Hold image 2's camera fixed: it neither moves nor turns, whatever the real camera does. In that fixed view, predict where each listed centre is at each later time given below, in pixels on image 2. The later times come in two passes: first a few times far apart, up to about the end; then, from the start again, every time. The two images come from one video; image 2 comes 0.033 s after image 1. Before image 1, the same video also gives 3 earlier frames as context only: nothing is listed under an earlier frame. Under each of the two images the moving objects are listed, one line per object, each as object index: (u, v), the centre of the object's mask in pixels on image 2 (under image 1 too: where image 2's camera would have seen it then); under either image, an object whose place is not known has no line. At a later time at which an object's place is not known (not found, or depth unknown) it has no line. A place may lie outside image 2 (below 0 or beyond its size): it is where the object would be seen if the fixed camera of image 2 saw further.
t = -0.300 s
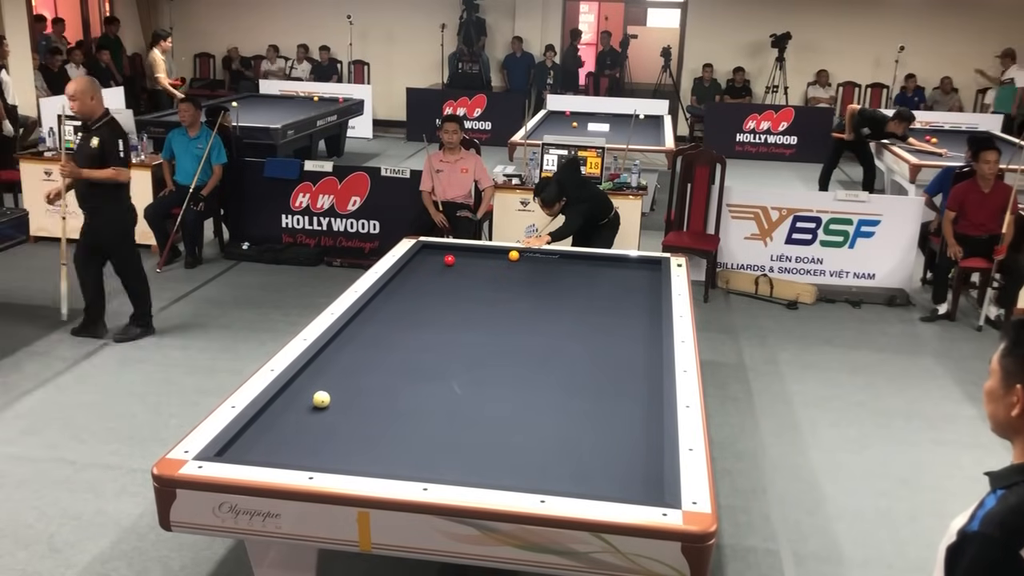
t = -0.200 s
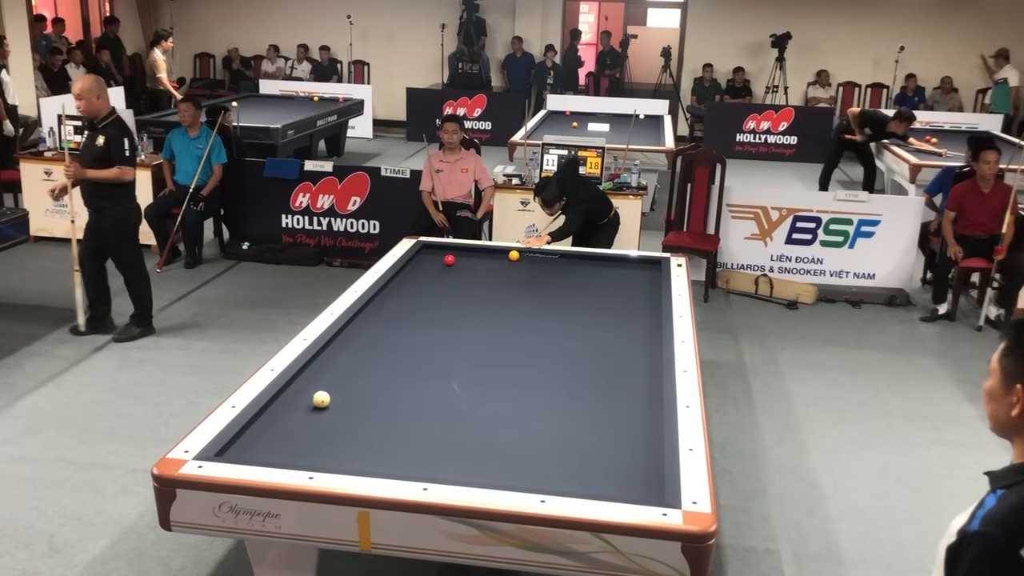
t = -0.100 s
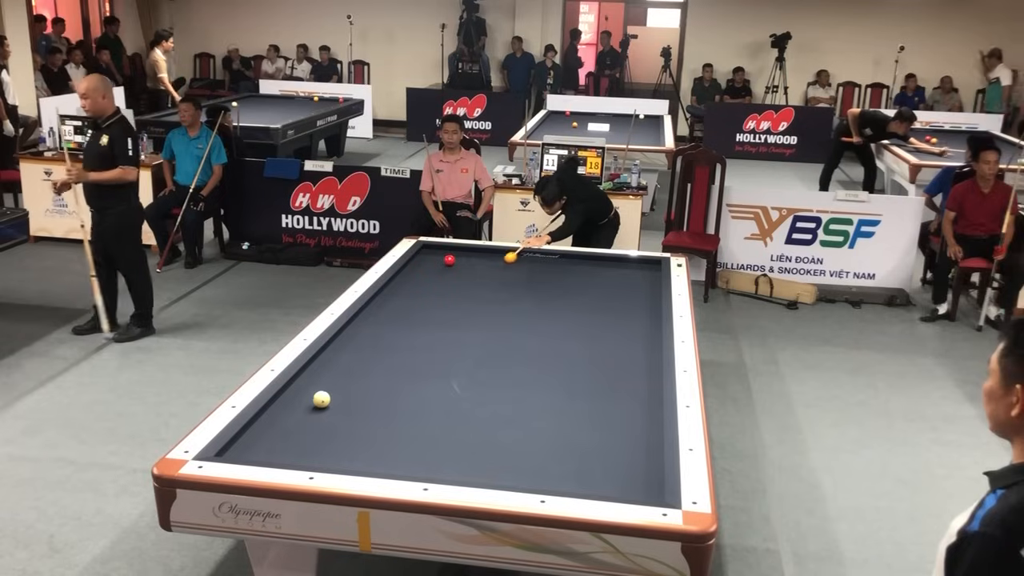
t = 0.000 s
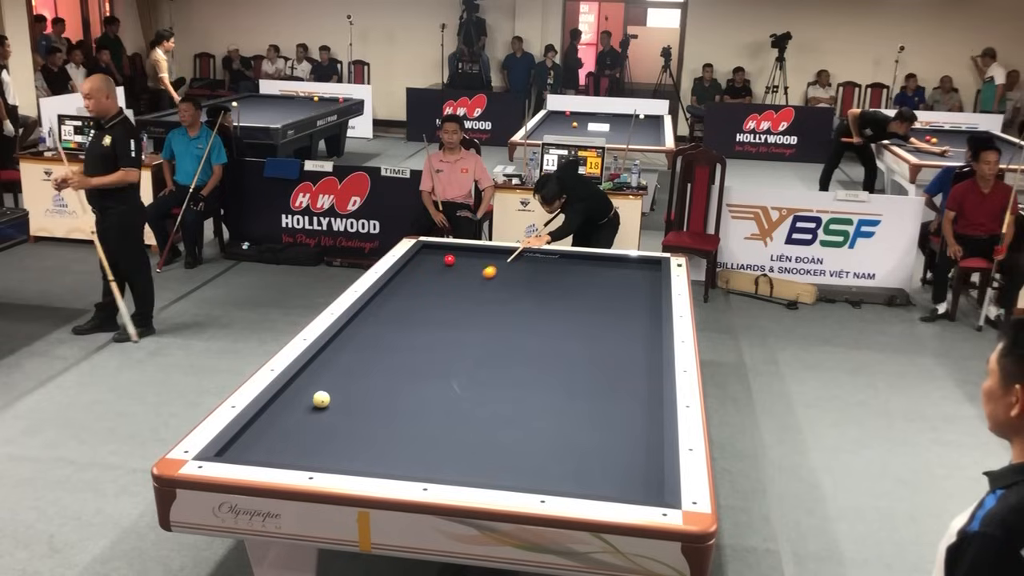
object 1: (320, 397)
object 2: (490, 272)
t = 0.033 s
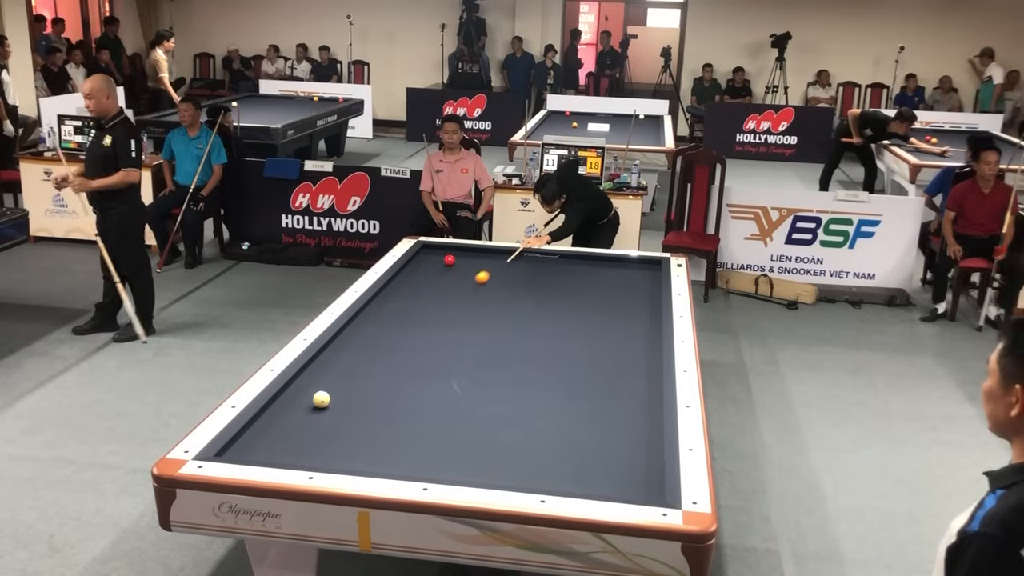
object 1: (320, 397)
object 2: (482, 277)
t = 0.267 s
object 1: (320, 397)
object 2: (425, 318)
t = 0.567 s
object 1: (321, 398)
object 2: (318, 388)
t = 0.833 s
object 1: (348, 462)
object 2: (325, 423)
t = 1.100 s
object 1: (408, 424)
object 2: (380, 465)
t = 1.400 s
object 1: (456, 395)
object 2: (479, 441)
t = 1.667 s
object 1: (492, 373)
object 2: (555, 426)
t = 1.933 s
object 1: (525, 354)
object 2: (624, 412)
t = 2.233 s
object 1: (556, 335)
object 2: (627, 390)
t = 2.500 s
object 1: (581, 320)
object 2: (595, 370)
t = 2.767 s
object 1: (603, 307)
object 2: (568, 351)
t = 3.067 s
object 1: (626, 293)
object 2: (540, 333)
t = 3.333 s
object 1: (644, 282)
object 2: (518, 318)
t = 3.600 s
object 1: (653, 272)
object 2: (498, 305)
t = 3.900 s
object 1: (644, 261)
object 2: (478, 292)
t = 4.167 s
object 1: (631, 265)
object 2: (462, 281)
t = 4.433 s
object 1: (617, 269)
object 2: (447, 270)
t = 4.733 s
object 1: (602, 273)
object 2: (432, 260)
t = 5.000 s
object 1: (588, 277)
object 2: (422, 252)
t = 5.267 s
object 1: (575, 281)
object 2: (436, 248)
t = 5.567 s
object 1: (559, 285)
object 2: (440, 249)
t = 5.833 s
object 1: (546, 289)
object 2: (441, 252)
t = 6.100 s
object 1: (532, 293)
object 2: (442, 254)
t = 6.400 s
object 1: (516, 298)
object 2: (442, 257)
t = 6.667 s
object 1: (503, 302)
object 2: (441, 258)
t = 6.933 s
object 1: (489, 306)
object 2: (439, 260)
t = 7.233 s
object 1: (474, 310)
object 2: (438, 260)
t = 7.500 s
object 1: (460, 314)
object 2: (436, 261)
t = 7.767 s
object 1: (447, 318)
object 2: (435, 261)
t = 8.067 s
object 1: (432, 322)
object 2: (434, 262)
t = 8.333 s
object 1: (419, 326)
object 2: (433, 262)
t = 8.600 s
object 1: (406, 329)
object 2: (433, 262)
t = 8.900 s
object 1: (392, 333)
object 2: (433, 262)
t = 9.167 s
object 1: (379, 337)
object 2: (433, 262)
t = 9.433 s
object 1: (367, 340)
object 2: (433, 262)
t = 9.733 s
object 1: (354, 344)
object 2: (433, 262)
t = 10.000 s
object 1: (343, 348)
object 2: (433, 262)
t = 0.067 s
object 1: (320, 397)
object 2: (475, 282)
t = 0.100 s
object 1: (320, 397)
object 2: (467, 288)
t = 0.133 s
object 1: (320, 397)
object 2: (459, 293)
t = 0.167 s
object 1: (320, 397)
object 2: (451, 299)
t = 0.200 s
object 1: (320, 397)
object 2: (443, 305)
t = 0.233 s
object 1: (320, 397)
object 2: (434, 311)
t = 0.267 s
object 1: (320, 397)
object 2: (425, 318)
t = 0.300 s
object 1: (320, 397)
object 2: (415, 324)
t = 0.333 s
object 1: (320, 397)
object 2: (405, 332)
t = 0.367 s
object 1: (320, 397)
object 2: (395, 338)
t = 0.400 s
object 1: (320, 397)
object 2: (384, 346)
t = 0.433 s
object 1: (320, 397)
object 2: (372, 355)
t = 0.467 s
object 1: (320, 397)
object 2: (359, 363)
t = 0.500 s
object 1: (320, 397)
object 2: (346, 373)
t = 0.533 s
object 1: (321, 397)
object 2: (333, 382)
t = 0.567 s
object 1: (321, 398)
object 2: (318, 388)
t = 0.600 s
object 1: (324, 404)
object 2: (301, 395)
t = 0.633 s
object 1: (327, 413)
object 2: (283, 397)
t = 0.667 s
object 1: (330, 422)
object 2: (284, 401)
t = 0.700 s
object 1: (333, 431)
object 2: (293, 405)
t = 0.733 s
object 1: (336, 439)
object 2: (301, 410)
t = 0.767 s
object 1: (339, 448)
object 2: (310, 414)
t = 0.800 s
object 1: (342, 457)
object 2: (318, 419)
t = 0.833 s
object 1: (348, 462)
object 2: (325, 423)
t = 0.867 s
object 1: (356, 457)
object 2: (333, 428)
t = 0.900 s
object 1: (365, 452)
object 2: (339, 434)
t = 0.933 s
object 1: (373, 446)
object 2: (347, 440)
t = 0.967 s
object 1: (381, 441)
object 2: (353, 445)
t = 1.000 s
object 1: (388, 437)
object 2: (359, 451)
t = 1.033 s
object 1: (395, 432)
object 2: (365, 458)
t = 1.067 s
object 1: (402, 428)
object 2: (371, 463)
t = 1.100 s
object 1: (408, 424)
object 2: (380, 465)
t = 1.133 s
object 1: (414, 421)
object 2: (392, 463)
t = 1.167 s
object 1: (419, 417)
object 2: (404, 460)
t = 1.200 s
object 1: (425, 414)
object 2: (416, 456)
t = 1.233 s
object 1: (430, 411)
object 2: (427, 454)
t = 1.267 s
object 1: (436, 407)
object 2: (438, 451)
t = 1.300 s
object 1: (441, 404)
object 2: (448, 448)
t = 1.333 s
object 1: (446, 401)
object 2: (459, 446)
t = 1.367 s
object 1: (451, 398)
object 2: (469, 444)
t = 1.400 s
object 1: (456, 395)
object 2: (479, 441)
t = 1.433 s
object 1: (461, 392)
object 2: (489, 440)
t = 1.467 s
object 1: (466, 389)
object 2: (499, 437)
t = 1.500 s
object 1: (470, 386)
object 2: (508, 435)
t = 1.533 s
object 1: (475, 383)
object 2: (518, 433)
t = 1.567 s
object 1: (479, 381)
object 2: (527, 431)
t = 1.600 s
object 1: (484, 378)
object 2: (536, 429)
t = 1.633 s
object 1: (488, 375)
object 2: (546, 428)
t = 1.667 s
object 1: (492, 373)
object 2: (555, 426)
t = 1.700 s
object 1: (497, 370)
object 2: (564, 423)
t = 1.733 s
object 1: (501, 368)
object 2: (573, 422)
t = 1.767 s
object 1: (505, 365)
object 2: (582, 420)
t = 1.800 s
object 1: (509, 363)
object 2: (591, 419)
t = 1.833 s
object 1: (513, 361)
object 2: (599, 417)
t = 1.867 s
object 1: (517, 358)
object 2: (608, 415)
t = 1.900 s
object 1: (521, 356)
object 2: (616, 413)
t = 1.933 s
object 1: (525, 354)
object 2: (624, 412)
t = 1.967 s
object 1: (528, 351)
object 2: (633, 410)
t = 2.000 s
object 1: (532, 349)
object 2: (641, 408)
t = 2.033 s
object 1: (535, 347)
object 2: (649, 407)
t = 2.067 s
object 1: (539, 345)
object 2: (654, 405)
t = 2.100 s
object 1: (543, 343)
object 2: (648, 402)
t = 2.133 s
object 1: (546, 341)
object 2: (642, 399)
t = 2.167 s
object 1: (550, 339)
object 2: (637, 396)
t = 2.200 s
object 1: (553, 337)
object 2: (632, 393)
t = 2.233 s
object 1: (556, 335)
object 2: (627, 390)
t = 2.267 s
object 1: (559, 333)
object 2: (623, 387)
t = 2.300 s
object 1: (563, 331)
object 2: (619, 385)
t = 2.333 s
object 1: (566, 329)
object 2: (614, 382)
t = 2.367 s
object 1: (569, 327)
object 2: (611, 380)
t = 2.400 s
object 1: (572, 325)
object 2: (607, 377)
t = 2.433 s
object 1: (575, 323)
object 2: (603, 375)
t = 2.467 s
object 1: (578, 321)
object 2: (599, 372)
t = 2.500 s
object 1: (581, 320)
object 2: (595, 370)
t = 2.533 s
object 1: (584, 318)
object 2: (592, 367)
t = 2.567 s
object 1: (587, 316)
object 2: (588, 365)
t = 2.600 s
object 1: (590, 315)
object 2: (585, 363)
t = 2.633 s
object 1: (592, 313)
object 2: (581, 360)
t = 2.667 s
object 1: (595, 311)
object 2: (578, 358)
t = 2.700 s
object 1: (598, 310)
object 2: (574, 356)
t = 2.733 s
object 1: (601, 308)
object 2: (571, 353)
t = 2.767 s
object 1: (603, 307)
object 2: (568, 351)
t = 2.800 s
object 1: (606, 305)
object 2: (564, 349)
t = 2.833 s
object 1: (609, 303)
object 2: (561, 347)
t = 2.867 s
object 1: (611, 302)
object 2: (558, 345)
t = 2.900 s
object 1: (614, 300)
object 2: (555, 343)
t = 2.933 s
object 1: (616, 299)
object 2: (552, 341)
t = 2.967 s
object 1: (619, 297)
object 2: (549, 339)
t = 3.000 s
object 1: (621, 296)
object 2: (546, 337)
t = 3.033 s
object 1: (624, 294)
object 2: (543, 335)
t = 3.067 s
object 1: (626, 293)
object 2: (540, 333)
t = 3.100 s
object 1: (628, 292)
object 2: (537, 331)
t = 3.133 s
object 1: (631, 290)
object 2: (534, 329)
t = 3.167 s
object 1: (633, 289)
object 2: (532, 327)
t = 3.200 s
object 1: (636, 287)
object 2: (529, 326)
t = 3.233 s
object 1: (638, 286)
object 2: (526, 324)
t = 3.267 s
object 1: (640, 285)
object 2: (523, 322)
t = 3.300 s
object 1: (642, 283)
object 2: (521, 320)
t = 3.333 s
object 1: (644, 282)
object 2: (518, 318)
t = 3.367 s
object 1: (647, 281)
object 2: (516, 317)
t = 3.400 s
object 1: (649, 279)
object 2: (513, 315)
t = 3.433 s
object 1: (651, 278)
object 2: (511, 313)
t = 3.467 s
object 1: (653, 277)
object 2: (508, 311)
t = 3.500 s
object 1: (654, 276)
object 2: (505, 310)
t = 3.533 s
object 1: (655, 274)
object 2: (503, 308)
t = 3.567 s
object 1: (654, 273)
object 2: (501, 307)
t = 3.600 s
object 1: (653, 272)
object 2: (498, 305)
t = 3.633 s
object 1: (651, 271)
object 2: (496, 303)
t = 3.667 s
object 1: (650, 269)
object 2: (493, 302)
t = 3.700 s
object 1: (649, 268)
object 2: (491, 300)
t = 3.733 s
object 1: (649, 267)
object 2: (489, 299)
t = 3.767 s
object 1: (648, 266)
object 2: (487, 297)
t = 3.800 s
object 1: (647, 264)
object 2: (484, 296)
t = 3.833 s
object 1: (646, 263)
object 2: (482, 295)
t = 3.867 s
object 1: (645, 262)
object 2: (480, 293)
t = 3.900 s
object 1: (644, 261)
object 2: (478, 292)
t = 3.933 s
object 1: (643, 261)
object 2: (476, 290)
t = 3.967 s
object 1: (641, 261)
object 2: (474, 289)
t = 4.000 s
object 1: (639, 262)
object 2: (472, 287)
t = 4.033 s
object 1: (638, 262)
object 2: (470, 286)
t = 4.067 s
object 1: (636, 263)
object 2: (468, 285)
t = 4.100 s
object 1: (634, 264)
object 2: (466, 283)
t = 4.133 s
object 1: (633, 264)
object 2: (464, 282)
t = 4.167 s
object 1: (631, 265)
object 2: (462, 281)
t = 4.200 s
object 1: (629, 265)
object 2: (460, 279)
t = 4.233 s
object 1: (628, 266)
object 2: (458, 278)
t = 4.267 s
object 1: (626, 266)
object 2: (456, 277)
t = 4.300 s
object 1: (624, 267)
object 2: (454, 275)
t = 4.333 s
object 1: (622, 267)
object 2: (452, 274)
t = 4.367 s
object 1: (621, 267)
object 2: (450, 273)
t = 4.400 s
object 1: (619, 268)
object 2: (449, 272)
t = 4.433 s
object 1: (617, 269)
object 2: (447, 270)
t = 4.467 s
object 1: (616, 269)
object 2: (445, 269)
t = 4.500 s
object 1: (614, 270)
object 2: (443, 268)
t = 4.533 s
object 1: (612, 270)
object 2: (441, 267)
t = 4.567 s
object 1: (611, 270)
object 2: (440, 266)
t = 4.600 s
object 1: (609, 271)
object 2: (438, 265)
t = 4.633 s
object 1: (607, 272)
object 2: (436, 264)
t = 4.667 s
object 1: (606, 272)
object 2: (435, 263)
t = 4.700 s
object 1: (604, 272)
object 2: (433, 262)
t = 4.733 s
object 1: (602, 273)
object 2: (432, 260)
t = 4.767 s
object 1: (600, 274)
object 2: (430, 259)
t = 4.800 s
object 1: (599, 274)
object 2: (428, 258)
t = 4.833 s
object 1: (597, 275)
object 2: (427, 257)
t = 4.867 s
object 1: (595, 275)
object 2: (425, 256)
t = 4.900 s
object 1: (594, 276)
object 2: (423, 255)
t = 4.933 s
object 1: (592, 276)
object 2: (422, 254)
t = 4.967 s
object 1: (590, 277)
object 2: (421, 253)
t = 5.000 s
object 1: (588, 277)
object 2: (422, 252)
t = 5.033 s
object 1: (587, 278)
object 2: (424, 252)
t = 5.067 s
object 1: (585, 278)
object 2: (426, 251)
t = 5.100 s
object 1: (583, 278)
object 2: (428, 251)
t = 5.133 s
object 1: (582, 279)
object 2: (429, 250)
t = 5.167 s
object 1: (580, 279)
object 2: (431, 250)
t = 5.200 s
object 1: (578, 280)
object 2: (432, 249)
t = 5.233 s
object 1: (576, 280)
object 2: (434, 248)
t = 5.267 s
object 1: (575, 281)
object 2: (436, 248)
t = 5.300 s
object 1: (573, 281)
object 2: (437, 247)
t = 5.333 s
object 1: (571, 282)
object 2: (439, 247)
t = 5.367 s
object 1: (570, 282)
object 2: (440, 247)
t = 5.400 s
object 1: (568, 283)
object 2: (440, 247)
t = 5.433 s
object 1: (566, 283)
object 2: (440, 248)
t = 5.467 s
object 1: (565, 284)
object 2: (440, 248)
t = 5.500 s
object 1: (563, 284)
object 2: (440, 248)
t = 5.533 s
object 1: (561, 285)
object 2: (440, 249)
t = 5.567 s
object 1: (559, 285)
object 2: (440, 249)
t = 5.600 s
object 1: (557, 286)
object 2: (440, 249)
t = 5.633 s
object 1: (556, 286)
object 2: (440, 250)
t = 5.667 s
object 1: (554, 287)
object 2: (441, 250)
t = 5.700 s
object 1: (552, 287)
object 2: (441, 250)
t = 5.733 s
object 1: (551, 288)
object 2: (441, 250)
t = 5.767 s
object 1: (549, 288)
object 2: (441, 251)
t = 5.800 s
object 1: (547, 289)
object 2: (441, 251)
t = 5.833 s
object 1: (546, 289)
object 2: (441, 252)
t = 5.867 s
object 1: (544, 290)
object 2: (441, 252)
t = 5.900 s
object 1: (542, 290)
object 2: (441, 252)
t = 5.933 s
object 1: (541, 291)
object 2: (441, 253)
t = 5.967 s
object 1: (539, 291)
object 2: (441, 253)
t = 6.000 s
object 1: (537, 292)
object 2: (441, 253)
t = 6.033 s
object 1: (535, 292)
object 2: (441, 254)
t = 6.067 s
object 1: (534, 293)
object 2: (442, 254)
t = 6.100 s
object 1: (532, 293)
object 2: (442, 254)
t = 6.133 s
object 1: (530, 294)
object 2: (442, 255)
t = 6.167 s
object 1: (528, 294)
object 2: (442, 255)
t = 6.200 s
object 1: (527, 295)
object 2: (442, 255)
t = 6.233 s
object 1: (525, 295)
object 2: (442, 256)
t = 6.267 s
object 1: (523, 296)
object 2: (442, 256)
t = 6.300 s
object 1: (521, 296)
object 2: (442, 256)
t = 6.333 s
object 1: (520, 297)
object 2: (442, 256)
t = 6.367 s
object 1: (518, 297)
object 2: (442, 256)
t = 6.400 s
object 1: (516, 298)
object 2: (442, 257)
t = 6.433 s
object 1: (514, 298)
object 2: (442, 257)
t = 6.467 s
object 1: (513, 299)
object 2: (442, 257)
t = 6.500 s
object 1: (511, 299)
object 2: (442, 257)
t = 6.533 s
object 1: (510, 300)
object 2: (441, 258)
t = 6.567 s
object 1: (508, 300)
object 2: (441, 258)
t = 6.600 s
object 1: (506, 301)
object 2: (441, 258)
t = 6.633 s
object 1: (504, 301)
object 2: (441, 258)
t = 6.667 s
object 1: (503, 302)
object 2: (441, 258)
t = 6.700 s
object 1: (501, 302)
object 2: (441, 258)
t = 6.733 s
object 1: (499, 303)
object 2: (441, 259)
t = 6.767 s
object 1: (497, 303)
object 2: (440, 259)
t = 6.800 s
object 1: (496, 304)
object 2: (440, 259)
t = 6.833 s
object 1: (494, 304)
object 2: (440, 259)
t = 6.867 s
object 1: (492, 305)
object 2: (439, 259)
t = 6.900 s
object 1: (491, 305)
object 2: (439, 259)
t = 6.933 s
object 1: (489, 306)
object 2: (439, 260)
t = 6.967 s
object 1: (487, 306)
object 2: (439, 260)
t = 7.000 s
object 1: (485, 307)
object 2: (439, 260)
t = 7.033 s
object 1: (484, 307)
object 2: (438, 260)
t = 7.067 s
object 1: (482, 308)
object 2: (439, 260)
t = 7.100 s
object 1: (480, 308)
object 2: (438, 260)
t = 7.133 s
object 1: (479, 309)
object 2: (438, 260)
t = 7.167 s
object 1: (477, 309)
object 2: (438, 260)
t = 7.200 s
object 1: (475, 310)
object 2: (438, 260)
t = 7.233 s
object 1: (474, 310)
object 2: (438, 260)
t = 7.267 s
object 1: (472, 311)
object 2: (437, 260)
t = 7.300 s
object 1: (470, 311)
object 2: (437, 260)
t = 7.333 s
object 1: (469, 311)
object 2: (437, 261)
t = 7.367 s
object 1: (467, 312)
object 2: (437, 261)
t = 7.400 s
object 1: (465, 313)
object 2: (437, 261)
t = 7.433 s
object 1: (464, 313)
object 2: (437, 261)
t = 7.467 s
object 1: (462, 314)
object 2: (436, 261)
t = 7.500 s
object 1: (460, 314)
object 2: (436, 261)
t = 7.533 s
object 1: (458, 314)
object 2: (436, 261)
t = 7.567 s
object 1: (457, 315)
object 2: (436, 261)
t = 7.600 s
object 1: (455, 315)
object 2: (436, 261)
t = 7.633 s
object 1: (453, 316)
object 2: (436, 261)
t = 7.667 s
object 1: (452, 316)
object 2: (435, 261)
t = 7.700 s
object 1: (450, 317)
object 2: (435, 261)
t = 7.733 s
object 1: (448, 317)
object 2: (435, 261)
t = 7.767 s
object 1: (447, 318)
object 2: (435, 261)
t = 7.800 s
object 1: (445, 318)
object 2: (435, 261)
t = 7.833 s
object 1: (443, 319)
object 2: (435, 261)
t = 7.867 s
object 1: (442, 319)
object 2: (435, 262)
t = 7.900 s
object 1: (440, 320)
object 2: (434, 262)
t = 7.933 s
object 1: (438, 320)
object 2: (434, 262)
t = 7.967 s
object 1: (437, 321)
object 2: (434, 262)
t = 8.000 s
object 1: (435, 321)
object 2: (434, 262)
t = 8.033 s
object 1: (433, 322)
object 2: (434, 262)
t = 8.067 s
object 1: (432, 322)
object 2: (434, 262)
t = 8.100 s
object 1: (430, 322)
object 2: (434, 262)
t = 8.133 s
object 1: (428, 323)
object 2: (434, 262)
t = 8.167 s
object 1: (427, 323)
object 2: (434, 262)
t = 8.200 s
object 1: (425, 324)
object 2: (434, 262)
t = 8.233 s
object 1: (424, 324)
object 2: (434, 262)
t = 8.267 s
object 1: (422, 325)
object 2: (433, 262)
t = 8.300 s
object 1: (420, 325)
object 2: (433, 262)
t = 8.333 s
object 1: (419, 326)
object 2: (433, 262)
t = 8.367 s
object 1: (417, 326)
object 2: (433, 262)
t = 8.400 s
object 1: (416, 327)
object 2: (433, 262)
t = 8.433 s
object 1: (414, 327)
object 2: (433, 262)
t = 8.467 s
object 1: (412, 327)
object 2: (433, 262)
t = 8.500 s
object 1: (410, 328)
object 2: (433, 262)
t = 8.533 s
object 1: (409, 329)
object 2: (433, 262)
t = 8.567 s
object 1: (407, 329)
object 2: (433, 262)
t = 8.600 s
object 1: (406, 329)
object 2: (433, 262)
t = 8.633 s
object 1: (404, 330)
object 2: (433, 262)
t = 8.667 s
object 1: (403, 330)
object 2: (433, 262)
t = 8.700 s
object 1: (401, 331)
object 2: (433, 262)
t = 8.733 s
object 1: (399, 331)
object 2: (433, 262)
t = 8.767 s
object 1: (398, 332)
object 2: (433, 262)
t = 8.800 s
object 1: (396, 332)
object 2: (433, 262)
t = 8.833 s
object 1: (395, 333)
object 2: (433, 262)
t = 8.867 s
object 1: (393, 333)
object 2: (433, 262)
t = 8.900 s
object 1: (392, 333)
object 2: (433, 262)
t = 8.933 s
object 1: (390, 334)
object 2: (433, 262)
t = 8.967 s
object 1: (389, 334)
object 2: (433, 262)
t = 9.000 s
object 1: (387, 335)
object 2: (433, 262)
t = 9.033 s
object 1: (385, 335)
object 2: (433, 262)
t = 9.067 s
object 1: (384, 336)
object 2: (433, 262)
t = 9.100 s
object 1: (382, 336)
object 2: (433, 262)
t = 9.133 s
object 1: (381, 337)
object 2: (433, 262)
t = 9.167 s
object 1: (379, 337)
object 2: (433, 262)
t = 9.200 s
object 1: (378, 337)
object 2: (433, 262)
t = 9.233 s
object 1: (376, 338)
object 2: (433, 262)
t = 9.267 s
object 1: (375, 338)
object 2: (433, 262)
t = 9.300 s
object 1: (373, 339)
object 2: (433, 262)
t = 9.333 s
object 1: (372, 339)
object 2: (433, 262)
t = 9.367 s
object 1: (370, 340)
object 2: (433, 262)
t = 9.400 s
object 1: (369, 340)
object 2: (433, 262)
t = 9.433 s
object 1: (367, 340)
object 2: (433, 262)
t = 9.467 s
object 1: (366, 341)
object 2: (433, 262)
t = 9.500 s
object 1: (364, 341)
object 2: (433, 262)
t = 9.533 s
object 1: (363, 342)
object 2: (433, 262)
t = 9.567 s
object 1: (361, 342)
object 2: (433, 262)
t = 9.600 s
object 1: (360, 343)
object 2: (433, 262)
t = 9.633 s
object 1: (358, 343)
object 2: (433, 262)
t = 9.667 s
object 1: (357, 344)
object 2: (433, 262)
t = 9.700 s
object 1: (356, 344)
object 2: (433, 262)
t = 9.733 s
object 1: (354, 344)
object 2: (433, 262)
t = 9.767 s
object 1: (353, 345)
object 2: (433, 262)
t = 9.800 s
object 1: (351, 345)
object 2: (433, 262)
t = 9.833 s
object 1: (350, 346)
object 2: (433, 262)
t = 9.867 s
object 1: (348, 346)
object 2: (433, 262)
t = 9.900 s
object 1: (347, 346)
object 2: (433, 262)
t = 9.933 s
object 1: (346, 347)
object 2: (433, 262)
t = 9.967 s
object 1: (344, 347)
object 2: (433, 262)
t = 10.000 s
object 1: (343, 348)
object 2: (433, 262)
